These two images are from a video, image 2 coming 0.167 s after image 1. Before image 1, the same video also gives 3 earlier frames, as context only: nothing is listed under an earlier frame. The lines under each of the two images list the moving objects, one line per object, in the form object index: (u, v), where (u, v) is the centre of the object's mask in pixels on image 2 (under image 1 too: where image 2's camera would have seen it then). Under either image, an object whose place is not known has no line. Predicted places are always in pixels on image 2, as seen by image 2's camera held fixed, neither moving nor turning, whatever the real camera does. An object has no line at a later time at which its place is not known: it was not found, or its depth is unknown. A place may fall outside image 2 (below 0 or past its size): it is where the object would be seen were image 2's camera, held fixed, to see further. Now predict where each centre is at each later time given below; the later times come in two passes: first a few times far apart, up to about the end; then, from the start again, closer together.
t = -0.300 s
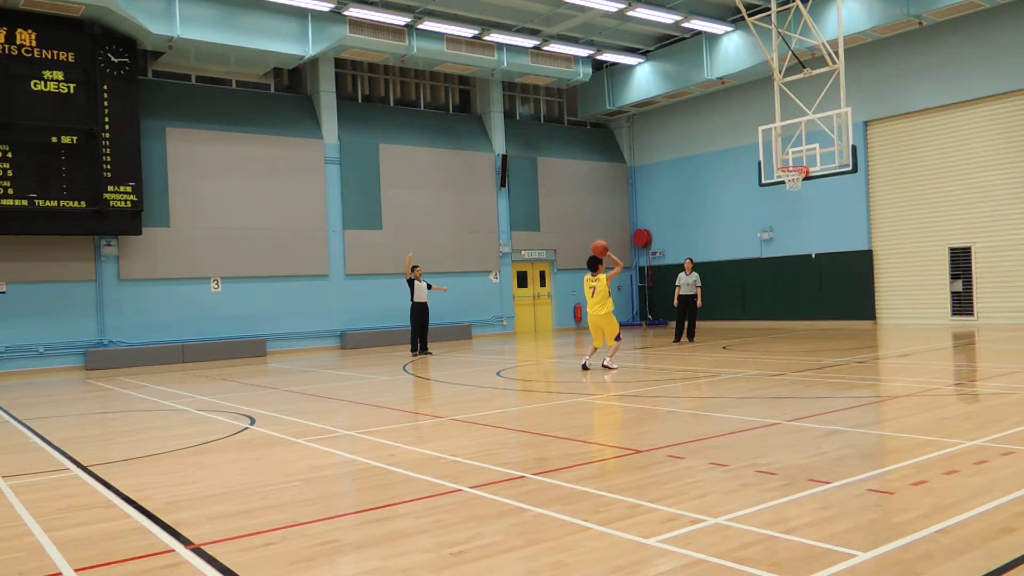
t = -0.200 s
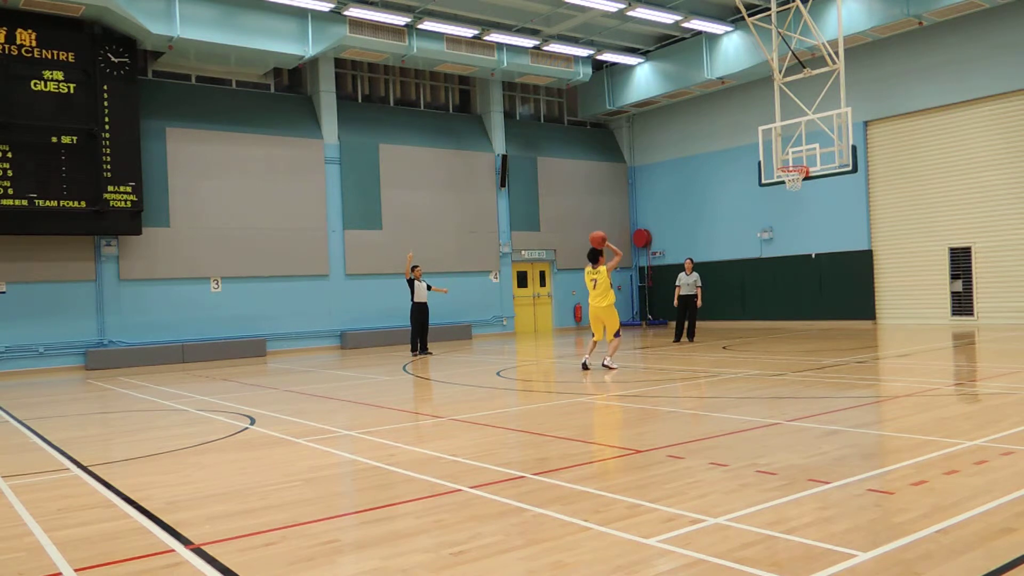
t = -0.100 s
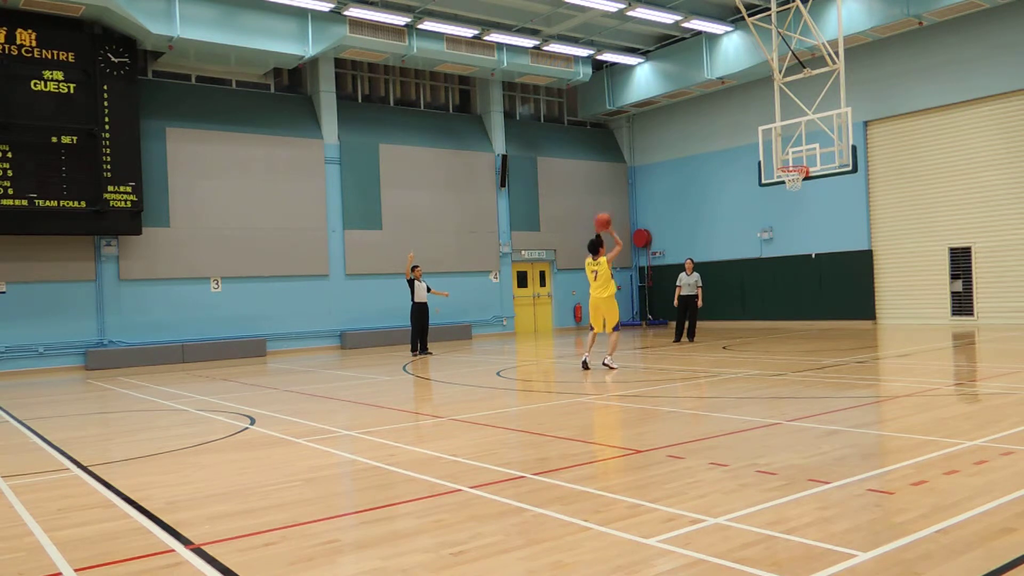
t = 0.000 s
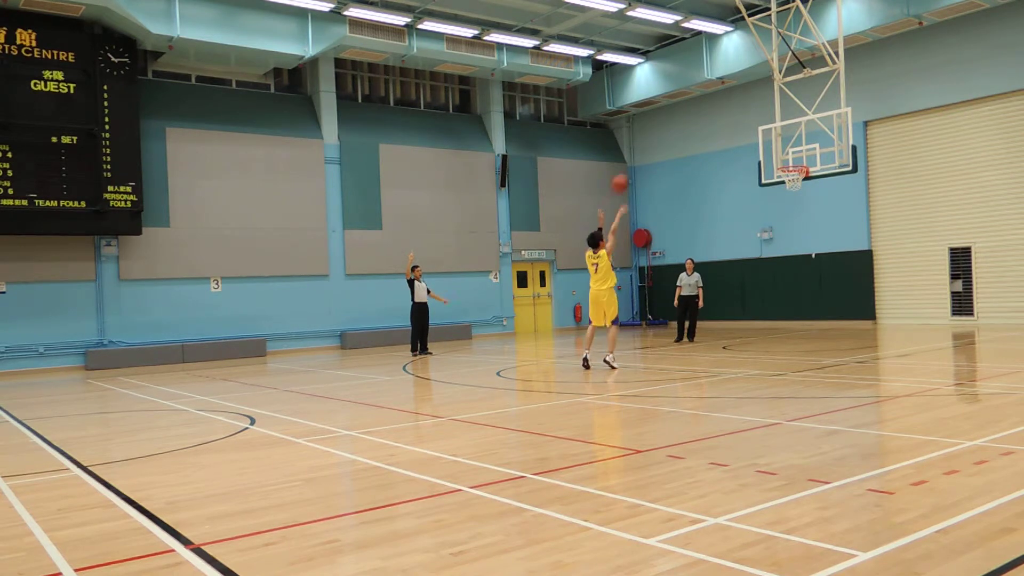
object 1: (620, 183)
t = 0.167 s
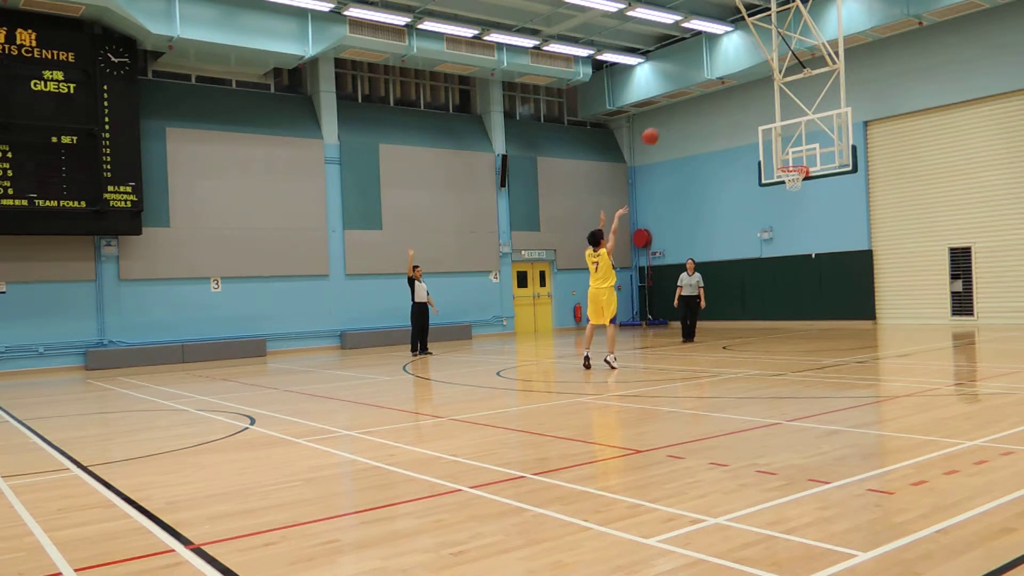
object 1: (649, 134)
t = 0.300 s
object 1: (673, 113)
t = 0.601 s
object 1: (721, 105)
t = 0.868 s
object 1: (760, 142)
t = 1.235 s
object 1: (776, 231)
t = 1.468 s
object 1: (771, 317)
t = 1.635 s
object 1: (758, 305)
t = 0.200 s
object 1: (656, 128)
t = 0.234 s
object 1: (662, 122)
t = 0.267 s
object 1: (667, 118)
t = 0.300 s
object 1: (673, 113)
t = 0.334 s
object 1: (679, 110)
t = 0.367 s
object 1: (684, 107)
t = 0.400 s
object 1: (689, 105)
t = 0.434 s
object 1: (694, 103)
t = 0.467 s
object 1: (700, 102)
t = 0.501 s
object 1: (706, 102)
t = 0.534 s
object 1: (710, 102)
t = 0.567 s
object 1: (716, 103)
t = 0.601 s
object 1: (721, 105)
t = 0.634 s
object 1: (726, 108)
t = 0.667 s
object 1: (731, 111)
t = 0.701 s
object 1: (736, 115)
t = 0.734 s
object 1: (741, 119)
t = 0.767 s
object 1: (746, 124)
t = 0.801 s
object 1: (750, 129)
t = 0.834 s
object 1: (755, 135)
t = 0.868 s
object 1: (760, 142)
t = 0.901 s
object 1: (765, 149)
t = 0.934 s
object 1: (769, 156)
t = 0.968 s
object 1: (774, 164)
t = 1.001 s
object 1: (776, 175)
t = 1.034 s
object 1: (781, 183)
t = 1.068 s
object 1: (781, 189)
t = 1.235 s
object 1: (776, 231)
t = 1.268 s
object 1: (775, 242)
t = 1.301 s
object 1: (774, 254)
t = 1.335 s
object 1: (773, 265)
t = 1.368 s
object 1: (773, 277)
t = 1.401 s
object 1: (772, 290)
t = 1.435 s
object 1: (771, 304)
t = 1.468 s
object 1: (771, 317)
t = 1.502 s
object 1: (770, 333)
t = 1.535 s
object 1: (768, 334)
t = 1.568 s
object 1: (765, 323)
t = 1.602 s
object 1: (761, 314)
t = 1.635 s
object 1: (758, 305)
